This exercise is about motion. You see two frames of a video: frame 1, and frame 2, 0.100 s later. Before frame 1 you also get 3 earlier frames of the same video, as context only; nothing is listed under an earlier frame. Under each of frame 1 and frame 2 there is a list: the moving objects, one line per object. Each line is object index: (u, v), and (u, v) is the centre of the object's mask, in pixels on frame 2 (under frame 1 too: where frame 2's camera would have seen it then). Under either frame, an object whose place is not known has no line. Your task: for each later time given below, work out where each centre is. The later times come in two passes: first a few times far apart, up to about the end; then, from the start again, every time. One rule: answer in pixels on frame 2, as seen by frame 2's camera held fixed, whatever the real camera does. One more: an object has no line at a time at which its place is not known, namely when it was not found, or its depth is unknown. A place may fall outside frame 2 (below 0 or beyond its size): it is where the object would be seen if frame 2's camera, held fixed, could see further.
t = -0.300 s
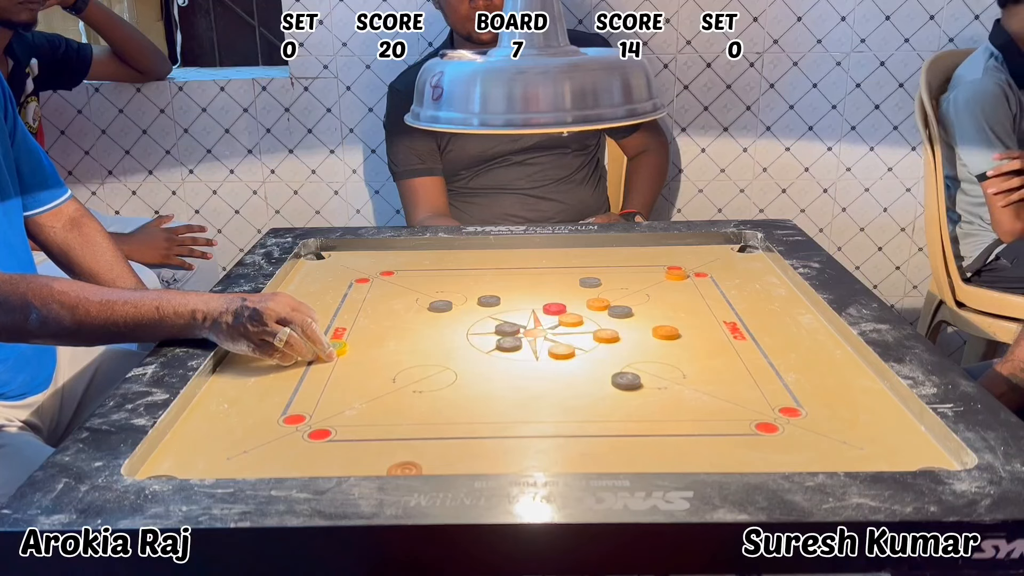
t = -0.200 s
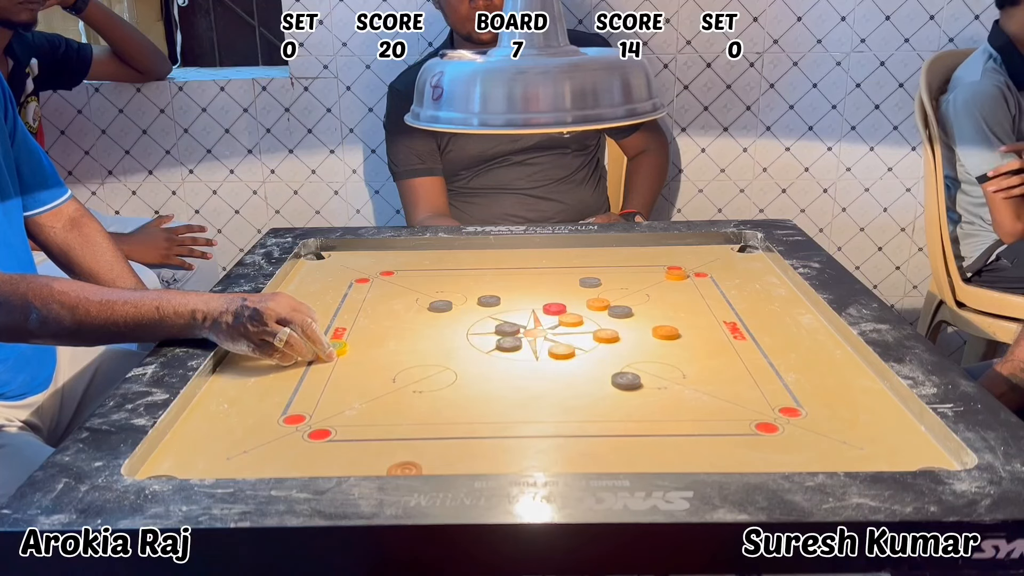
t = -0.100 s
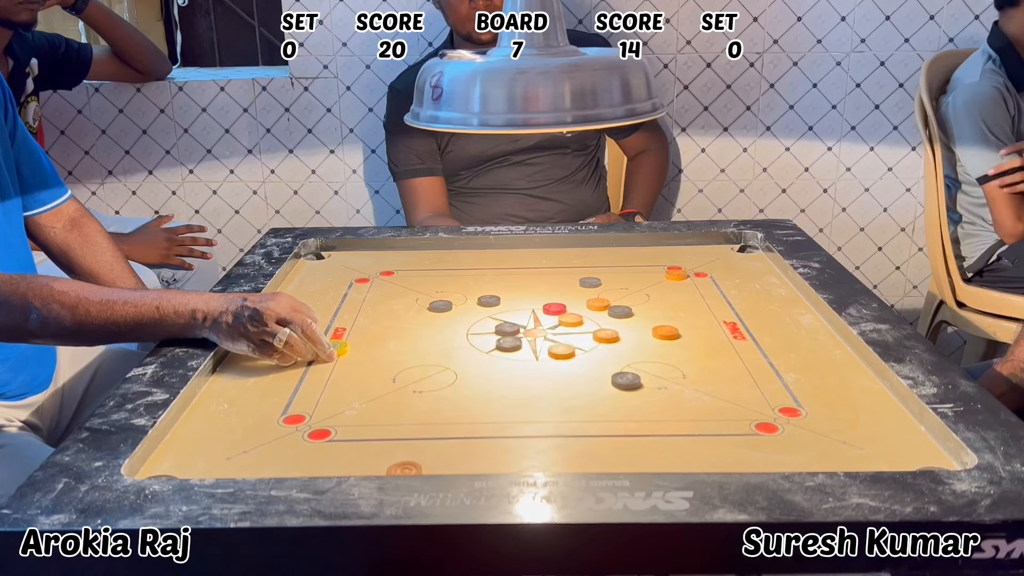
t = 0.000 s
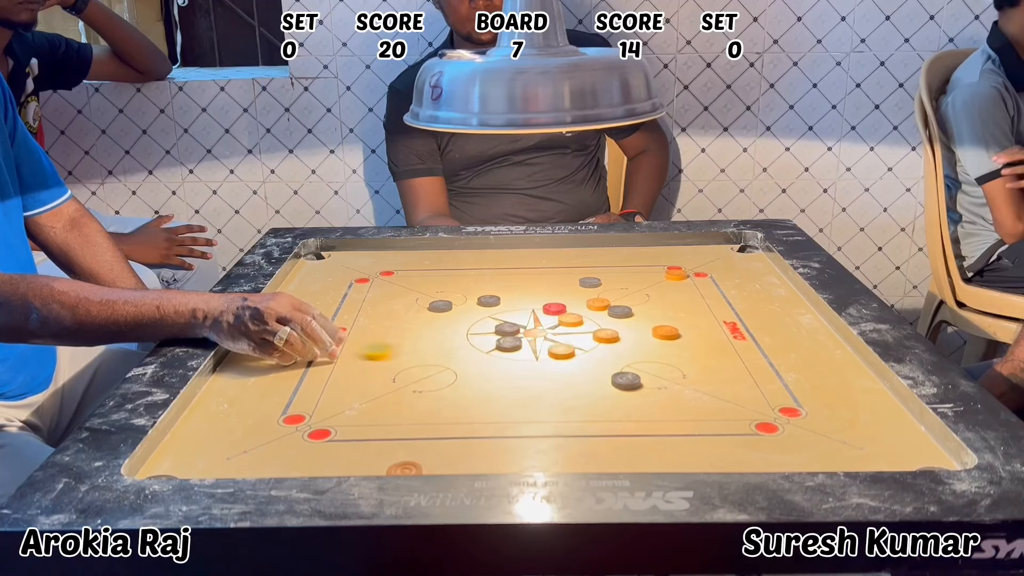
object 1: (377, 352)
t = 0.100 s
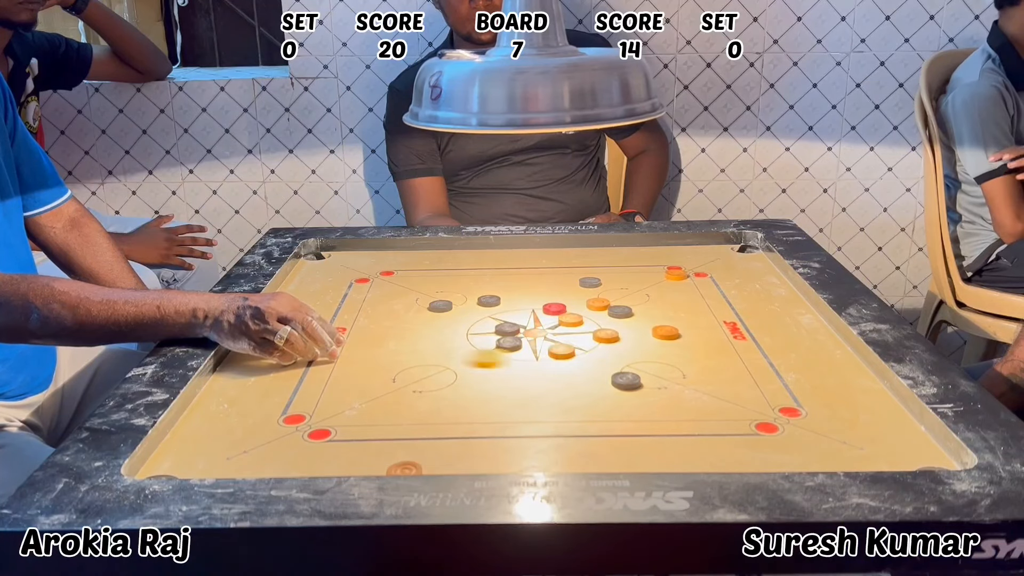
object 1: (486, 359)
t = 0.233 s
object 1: (606, 372)
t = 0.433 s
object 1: (683, 378)
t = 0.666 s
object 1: (719, 380)
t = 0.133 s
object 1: (521, 361)
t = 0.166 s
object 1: (554, 364)
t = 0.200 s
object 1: (581, 369)
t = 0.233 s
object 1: (606, 372)
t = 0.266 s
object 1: (621, 373)
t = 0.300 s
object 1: (636, 374)
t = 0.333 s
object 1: (650, 375)
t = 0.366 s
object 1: (662, 376)
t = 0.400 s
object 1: (672, 377)
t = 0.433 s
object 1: (683, 378)
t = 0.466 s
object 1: (692, 379)
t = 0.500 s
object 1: (700, 379)
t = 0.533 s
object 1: (706, 380)
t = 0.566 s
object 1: (711, 380)
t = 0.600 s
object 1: (715, 380)
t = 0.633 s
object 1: (717, 380)
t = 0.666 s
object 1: (719, 380)
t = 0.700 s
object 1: (719, 380)
